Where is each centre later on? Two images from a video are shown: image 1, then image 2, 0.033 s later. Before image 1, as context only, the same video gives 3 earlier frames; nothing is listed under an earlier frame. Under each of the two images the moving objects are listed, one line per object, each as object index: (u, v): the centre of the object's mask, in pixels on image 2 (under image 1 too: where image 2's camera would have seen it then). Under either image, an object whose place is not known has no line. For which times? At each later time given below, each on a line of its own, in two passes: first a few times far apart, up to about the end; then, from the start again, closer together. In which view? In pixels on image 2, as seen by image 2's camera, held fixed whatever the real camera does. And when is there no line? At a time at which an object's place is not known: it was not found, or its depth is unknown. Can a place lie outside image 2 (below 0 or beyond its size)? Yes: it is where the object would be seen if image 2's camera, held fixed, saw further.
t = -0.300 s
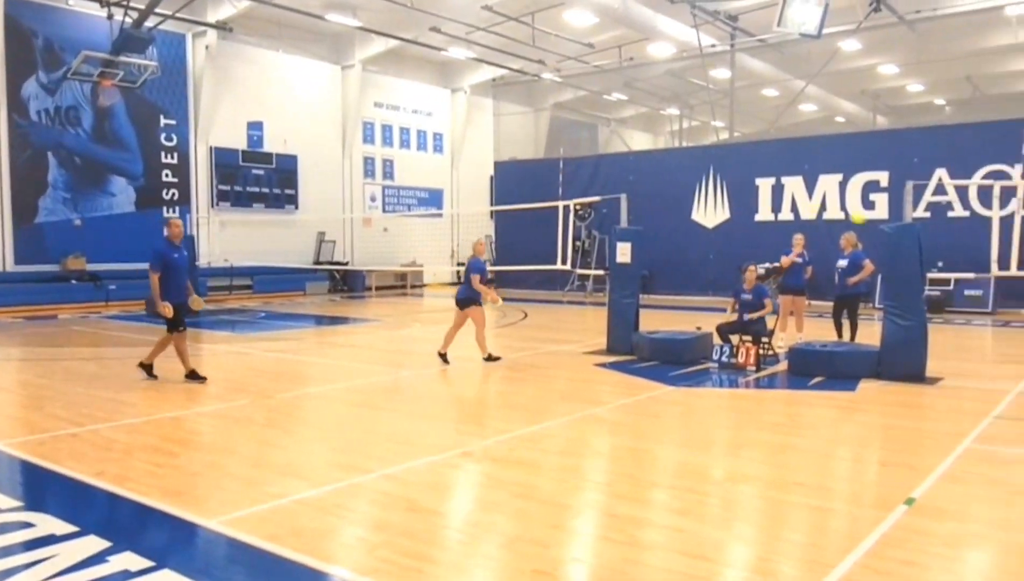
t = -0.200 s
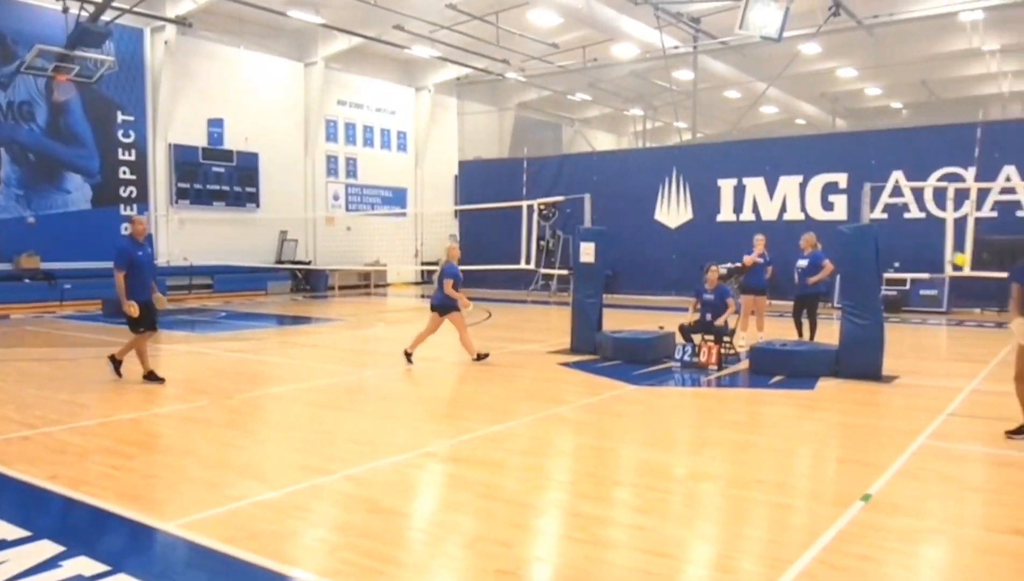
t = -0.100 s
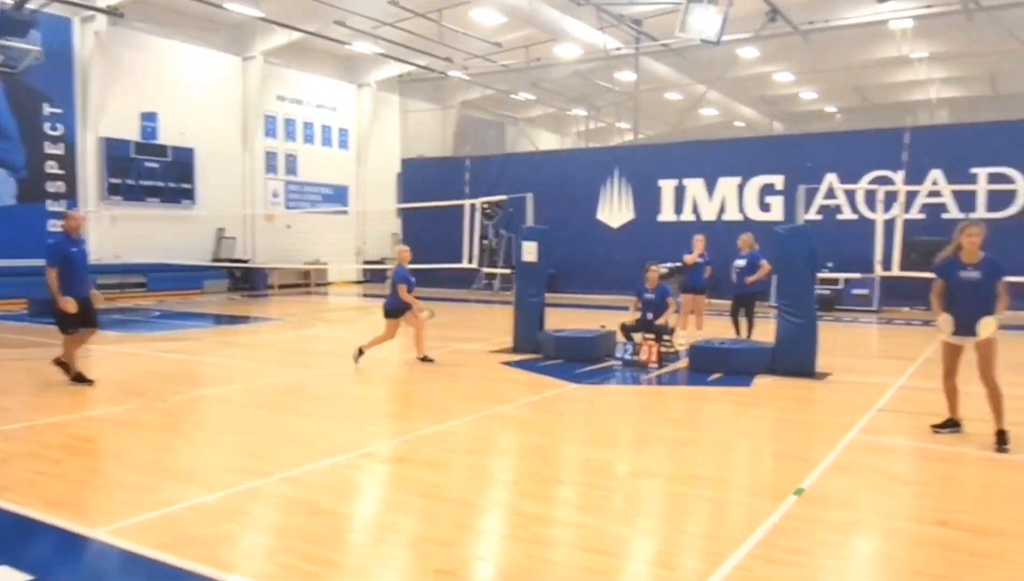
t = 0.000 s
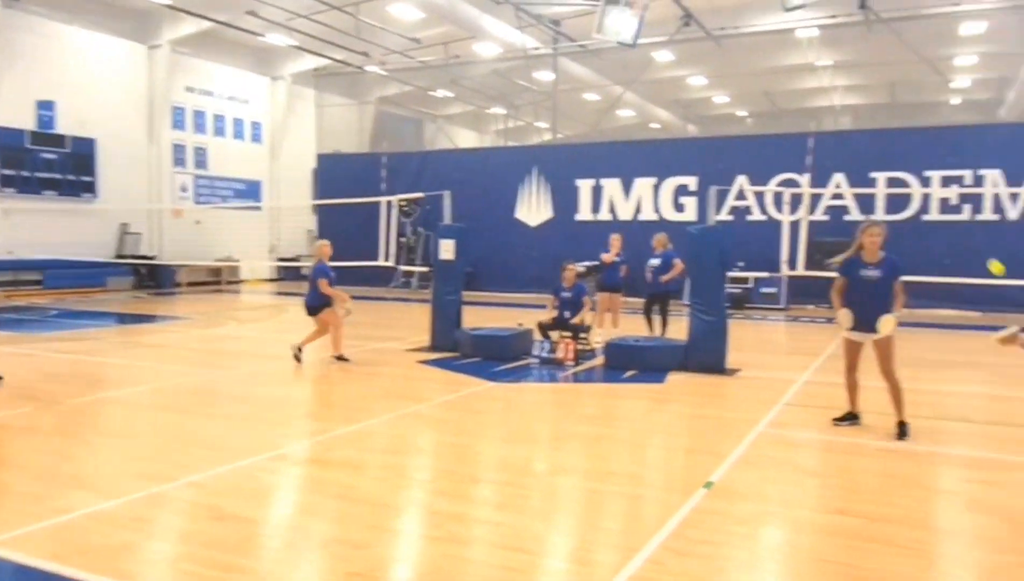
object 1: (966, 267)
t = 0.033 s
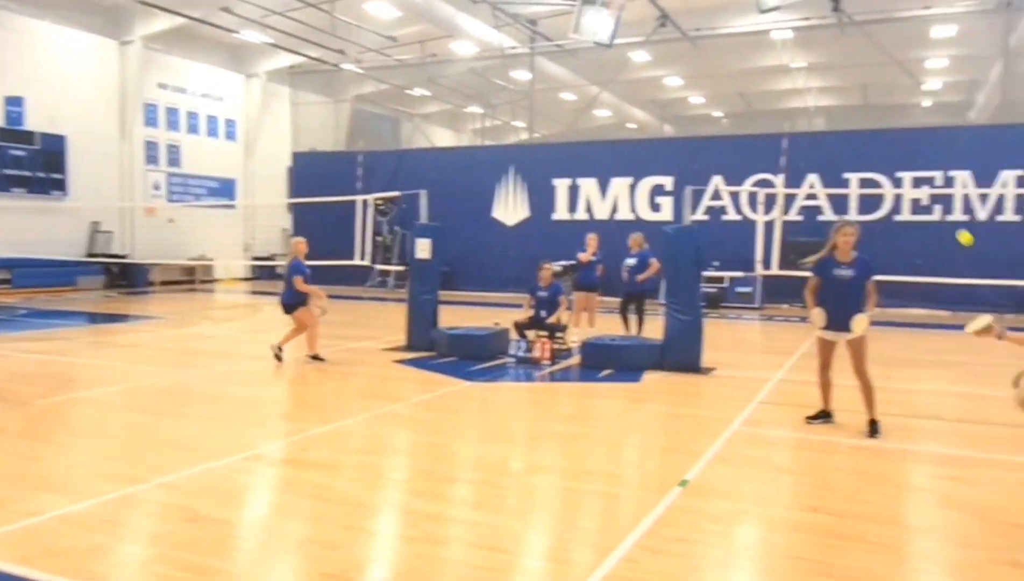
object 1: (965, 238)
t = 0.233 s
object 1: (955, 101)
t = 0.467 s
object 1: (948, 32)
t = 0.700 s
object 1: (942, 45)
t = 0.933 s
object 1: (934, 134)
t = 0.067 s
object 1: (964, 211)
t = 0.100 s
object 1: (962, 184)
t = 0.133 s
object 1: (959, 160)
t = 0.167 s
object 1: (958, 138)
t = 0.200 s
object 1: (957, 118)
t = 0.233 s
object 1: (955, 101)
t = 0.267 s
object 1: (953, 86)
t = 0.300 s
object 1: (953, 72)
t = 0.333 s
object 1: (952, 61)
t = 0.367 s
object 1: (951, 51)
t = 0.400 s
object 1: (949, 42)
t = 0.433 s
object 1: (949, 37)
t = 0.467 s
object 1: (948, 32)
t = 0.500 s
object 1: (947, 29)
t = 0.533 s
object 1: (947, 28)
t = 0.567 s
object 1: (946, 28)
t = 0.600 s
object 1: (945, 29)
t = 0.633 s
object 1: (944, 34)
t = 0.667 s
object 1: (942, 40)
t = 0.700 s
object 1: (942, 45)
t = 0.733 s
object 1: (942, 53)
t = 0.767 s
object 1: (941, 63)
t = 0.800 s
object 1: (939, 75)
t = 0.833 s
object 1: (939, 87)
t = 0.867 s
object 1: (936, 101)
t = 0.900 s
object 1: (935, 116)
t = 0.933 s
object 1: (934, 134)
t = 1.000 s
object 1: (932, 171)
